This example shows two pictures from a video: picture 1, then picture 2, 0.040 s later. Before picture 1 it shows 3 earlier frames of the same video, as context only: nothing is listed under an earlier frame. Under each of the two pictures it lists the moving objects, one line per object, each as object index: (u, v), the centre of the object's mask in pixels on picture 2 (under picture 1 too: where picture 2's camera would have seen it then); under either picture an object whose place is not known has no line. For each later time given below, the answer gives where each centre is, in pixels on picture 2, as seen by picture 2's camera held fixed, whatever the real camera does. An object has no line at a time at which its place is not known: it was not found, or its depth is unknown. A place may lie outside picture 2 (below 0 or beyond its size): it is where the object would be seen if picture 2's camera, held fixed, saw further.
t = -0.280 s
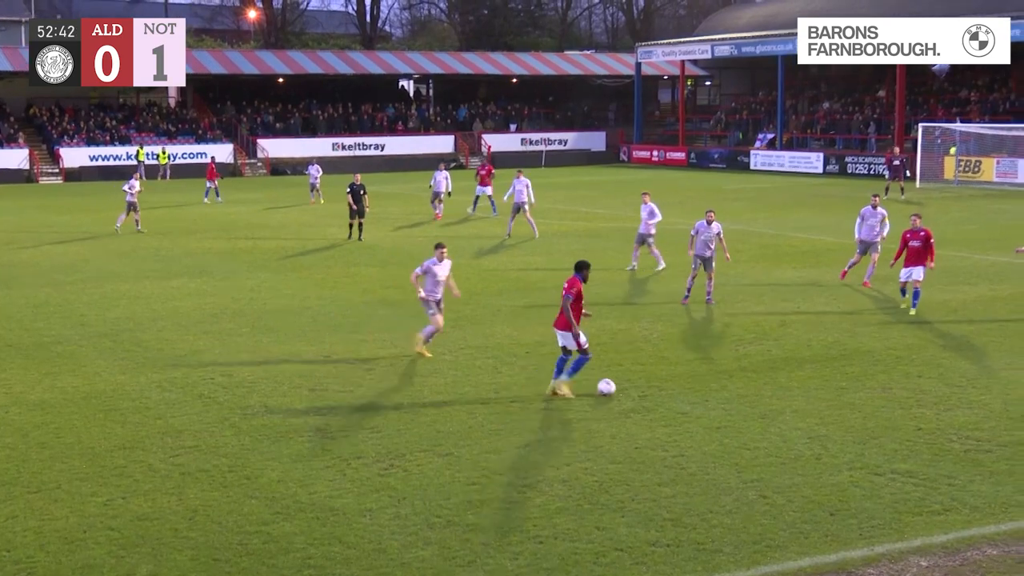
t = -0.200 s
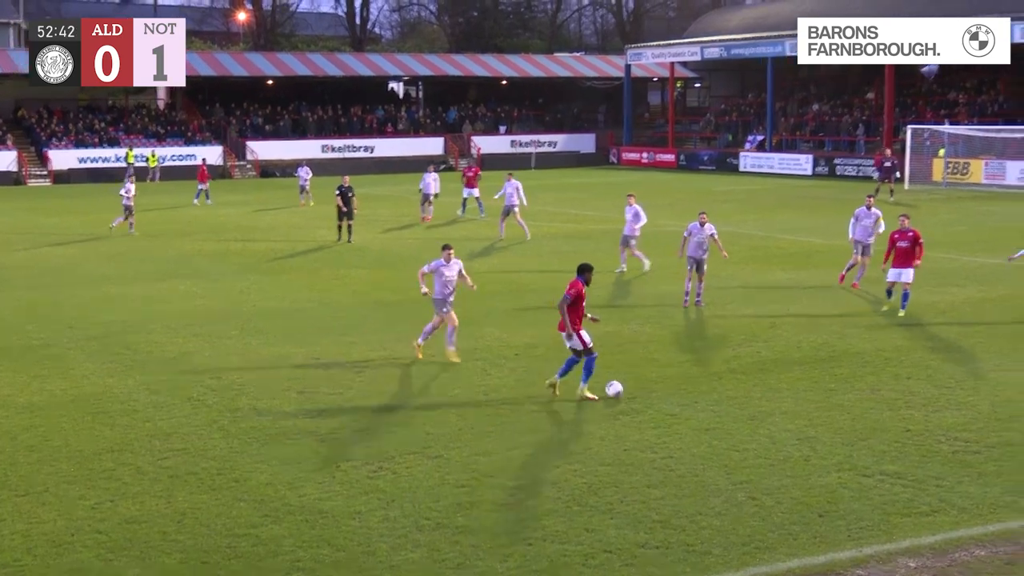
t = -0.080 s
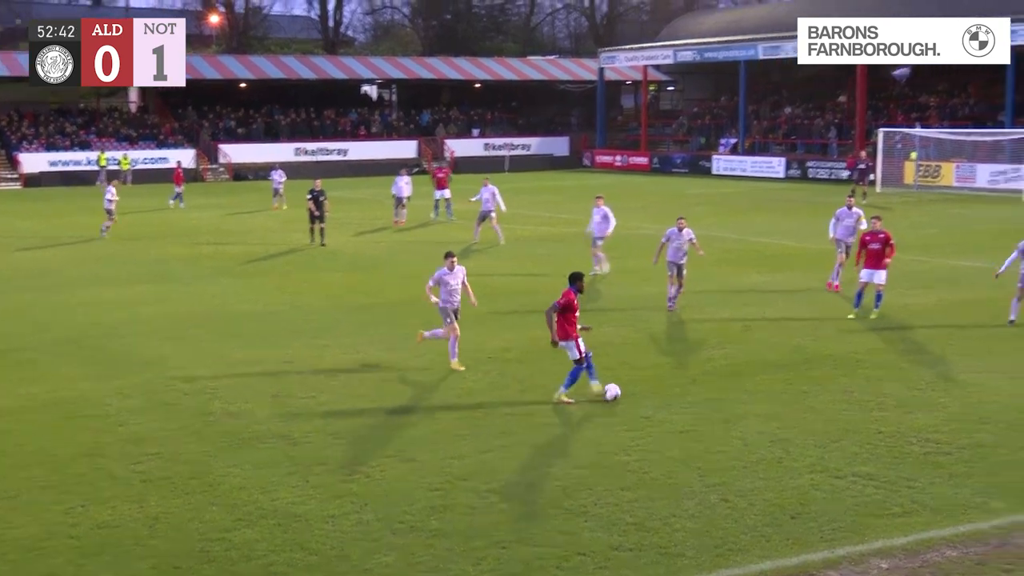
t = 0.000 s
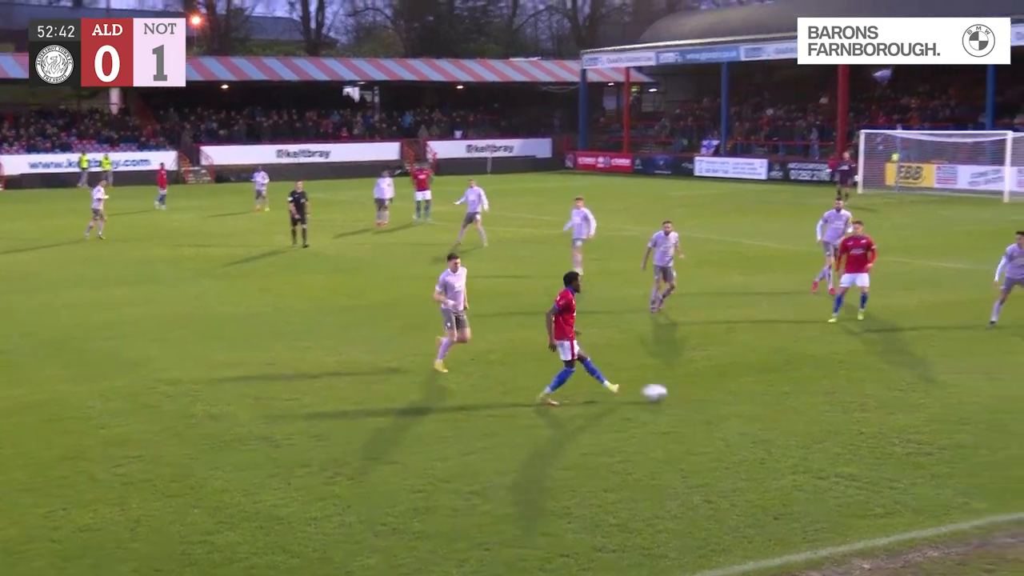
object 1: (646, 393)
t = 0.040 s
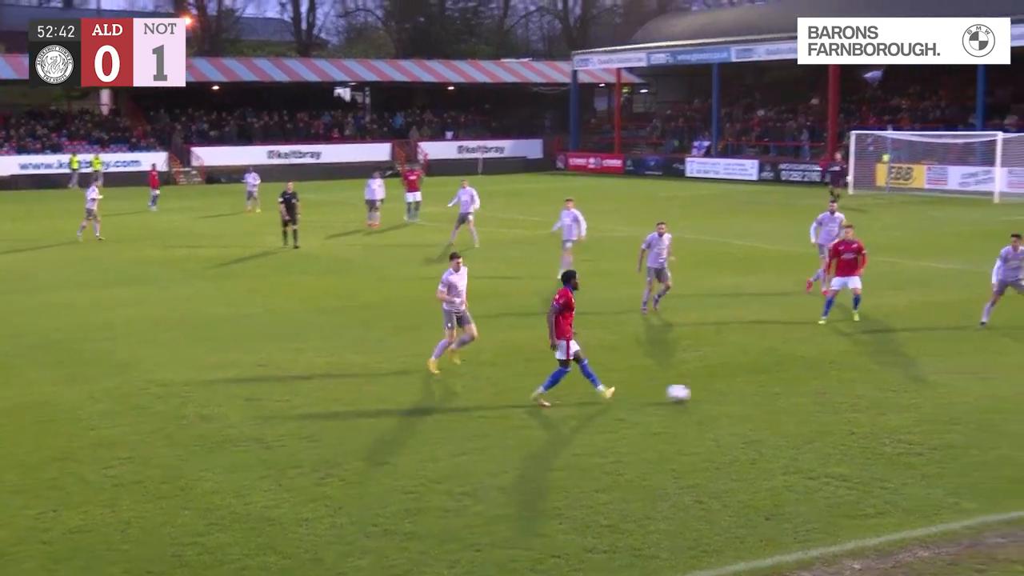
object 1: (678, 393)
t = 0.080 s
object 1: (710, 394)
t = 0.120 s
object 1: (741, 395)
